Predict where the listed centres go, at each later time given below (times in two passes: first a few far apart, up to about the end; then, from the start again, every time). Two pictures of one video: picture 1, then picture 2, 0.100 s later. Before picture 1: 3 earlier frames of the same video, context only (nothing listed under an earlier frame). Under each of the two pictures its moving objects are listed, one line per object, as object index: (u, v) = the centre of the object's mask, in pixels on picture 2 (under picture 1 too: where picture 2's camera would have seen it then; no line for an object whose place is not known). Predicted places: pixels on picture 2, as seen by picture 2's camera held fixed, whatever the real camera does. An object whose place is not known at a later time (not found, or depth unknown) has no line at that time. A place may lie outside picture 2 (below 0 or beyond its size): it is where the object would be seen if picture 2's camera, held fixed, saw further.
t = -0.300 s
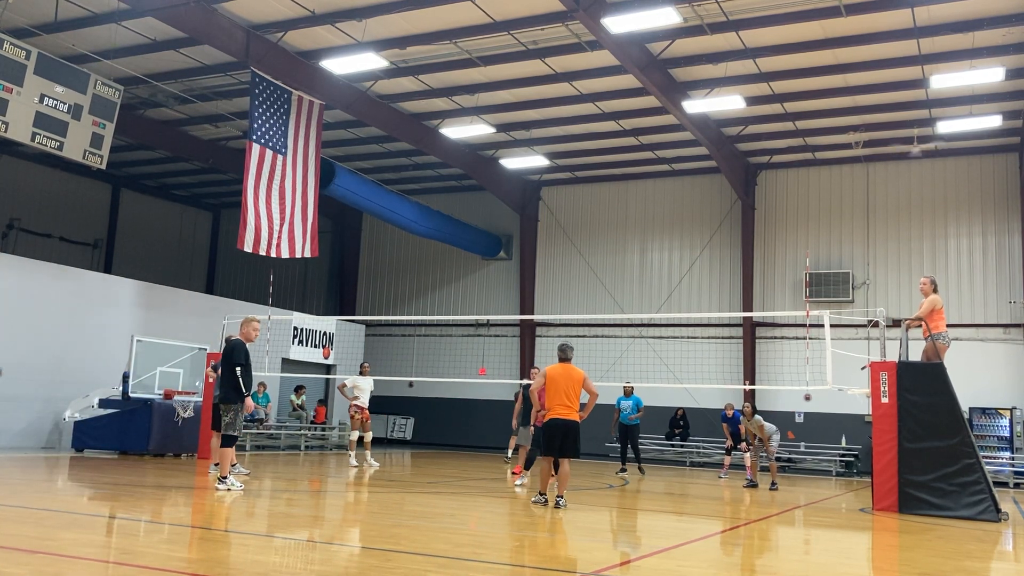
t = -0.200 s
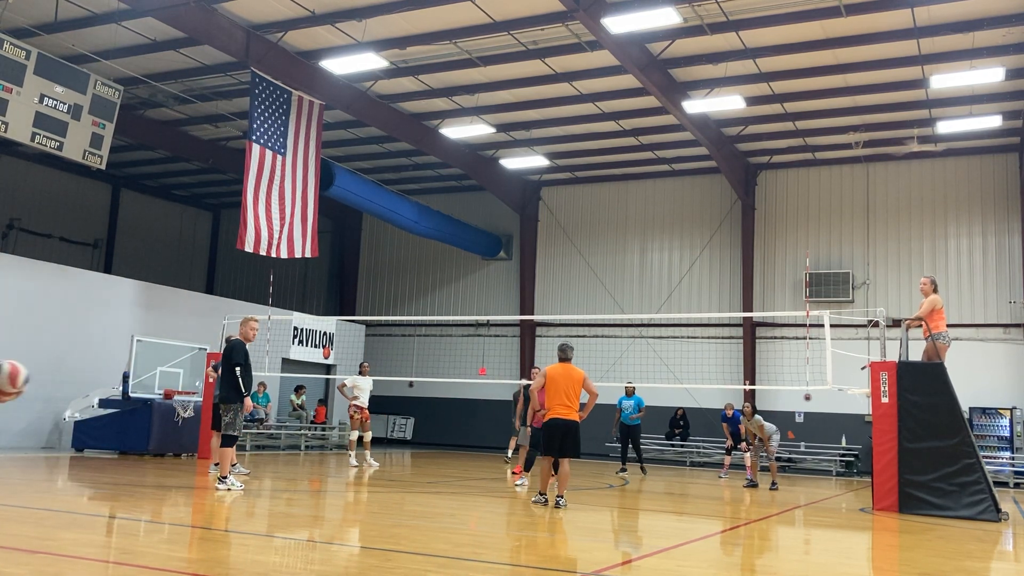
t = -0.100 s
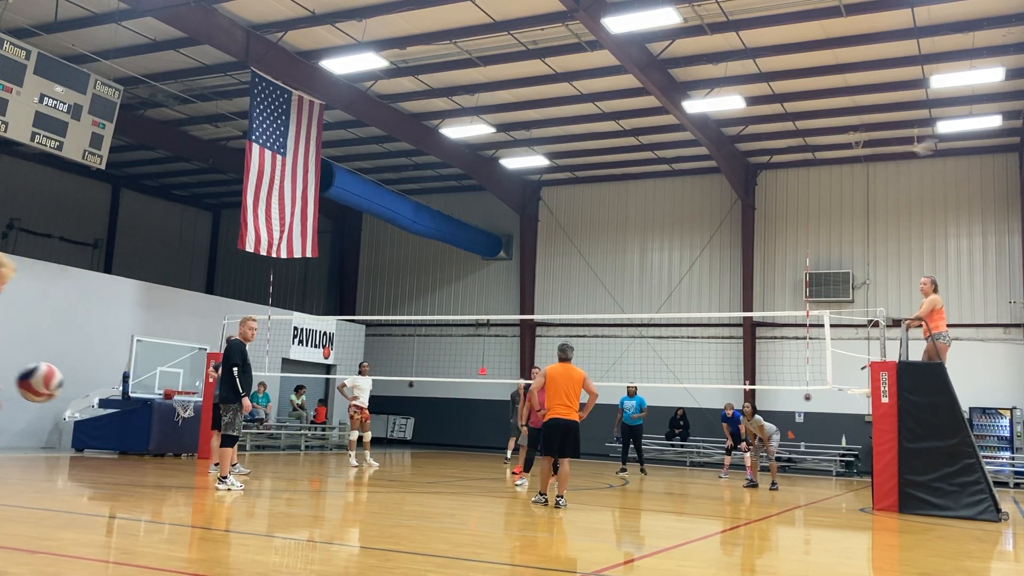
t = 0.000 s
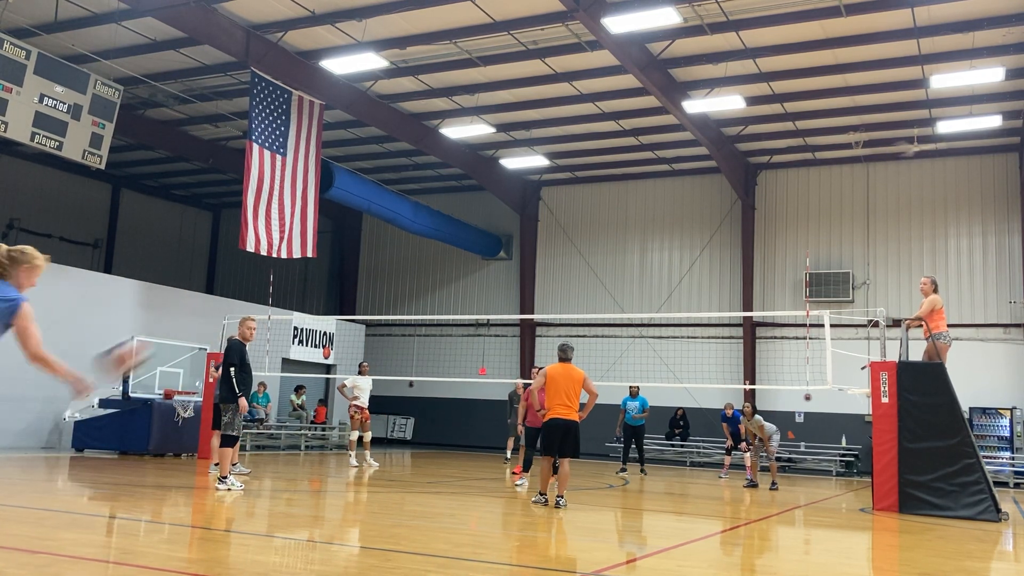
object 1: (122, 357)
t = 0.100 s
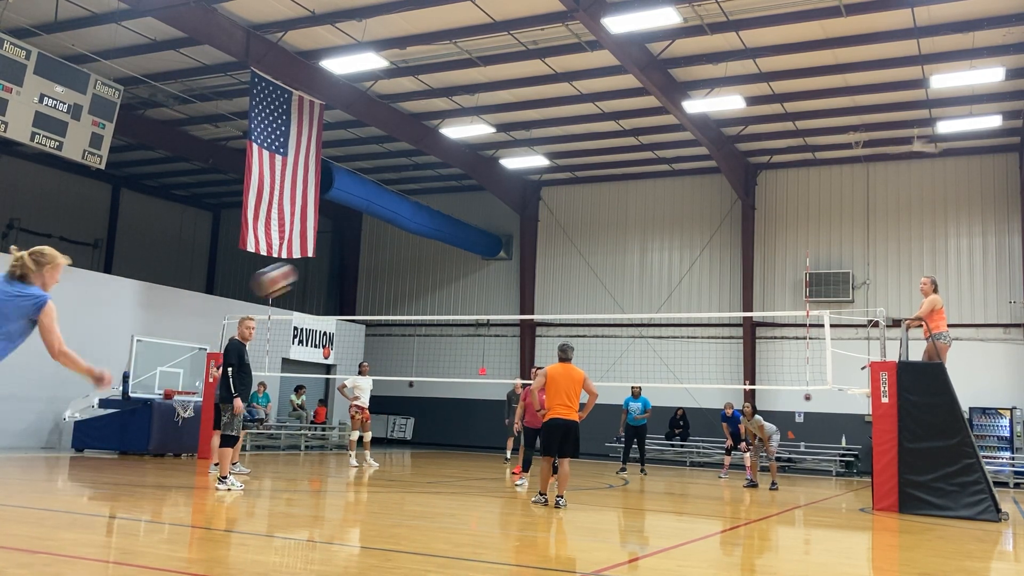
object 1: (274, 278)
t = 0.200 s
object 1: (377, 238)
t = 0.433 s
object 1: (526, 219)
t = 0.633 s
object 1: (605, 239)
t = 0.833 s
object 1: (656, 283)
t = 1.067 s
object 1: (697, 351)
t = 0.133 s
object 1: (314, 262)
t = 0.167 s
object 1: (346, 248)
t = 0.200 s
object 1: (377, 238)
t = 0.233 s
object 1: (404, 230)
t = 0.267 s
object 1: (430, 224)
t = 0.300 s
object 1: (452, 220)
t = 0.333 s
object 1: (473, 217)
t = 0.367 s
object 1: (493, 216)
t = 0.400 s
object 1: (510, 217)
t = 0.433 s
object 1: (526, 219)
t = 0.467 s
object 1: (542, 220)
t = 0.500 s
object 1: (557, 222)
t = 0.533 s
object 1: (570, 225)
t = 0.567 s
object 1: (583, 229)
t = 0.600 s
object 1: (594, 233)
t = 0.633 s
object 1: (605, 239)
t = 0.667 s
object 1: (615, 245)
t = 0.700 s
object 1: (624, 252)
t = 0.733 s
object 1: (633, 259)
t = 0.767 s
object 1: (641, 266)
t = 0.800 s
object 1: (649, 274)
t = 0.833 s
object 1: (656, 283)
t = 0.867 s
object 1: (663, 291)
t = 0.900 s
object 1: (669, 300)
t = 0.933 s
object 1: (675, 308)
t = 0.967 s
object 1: (681, 321)
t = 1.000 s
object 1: (687, 329)
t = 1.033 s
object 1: (693, 340)
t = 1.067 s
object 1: (697, 351)
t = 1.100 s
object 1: (702, 362)
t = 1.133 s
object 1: (707, 373)
